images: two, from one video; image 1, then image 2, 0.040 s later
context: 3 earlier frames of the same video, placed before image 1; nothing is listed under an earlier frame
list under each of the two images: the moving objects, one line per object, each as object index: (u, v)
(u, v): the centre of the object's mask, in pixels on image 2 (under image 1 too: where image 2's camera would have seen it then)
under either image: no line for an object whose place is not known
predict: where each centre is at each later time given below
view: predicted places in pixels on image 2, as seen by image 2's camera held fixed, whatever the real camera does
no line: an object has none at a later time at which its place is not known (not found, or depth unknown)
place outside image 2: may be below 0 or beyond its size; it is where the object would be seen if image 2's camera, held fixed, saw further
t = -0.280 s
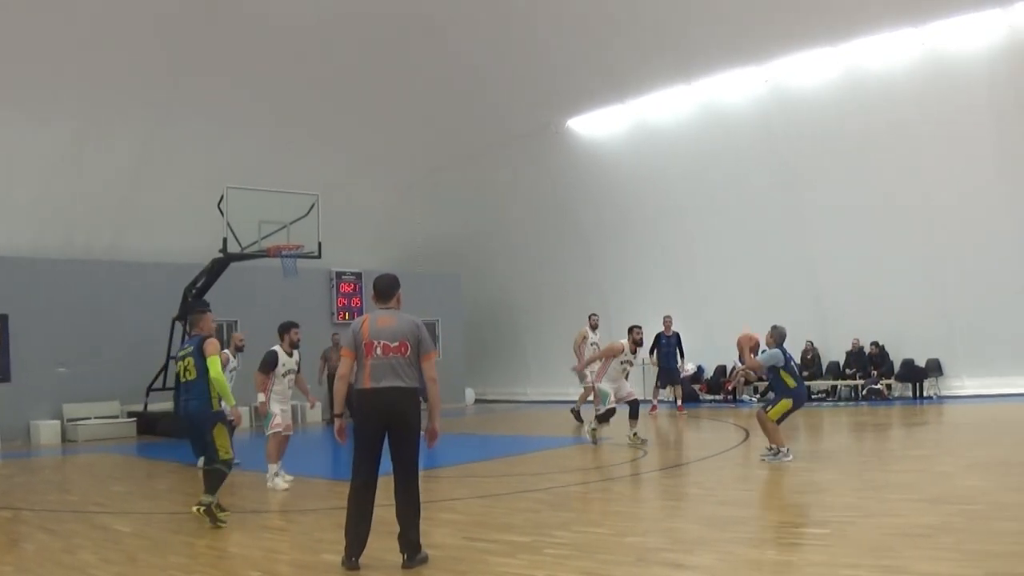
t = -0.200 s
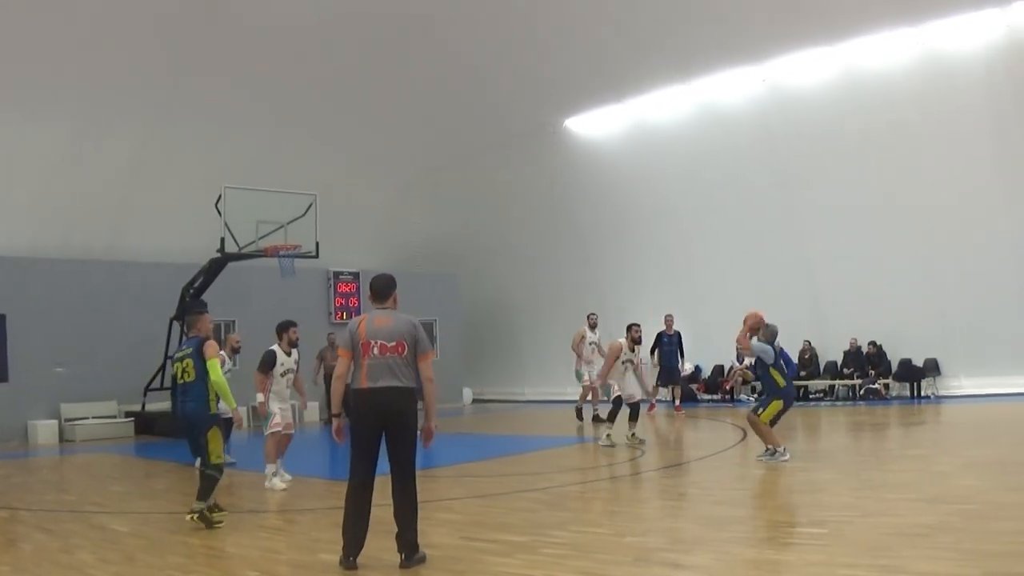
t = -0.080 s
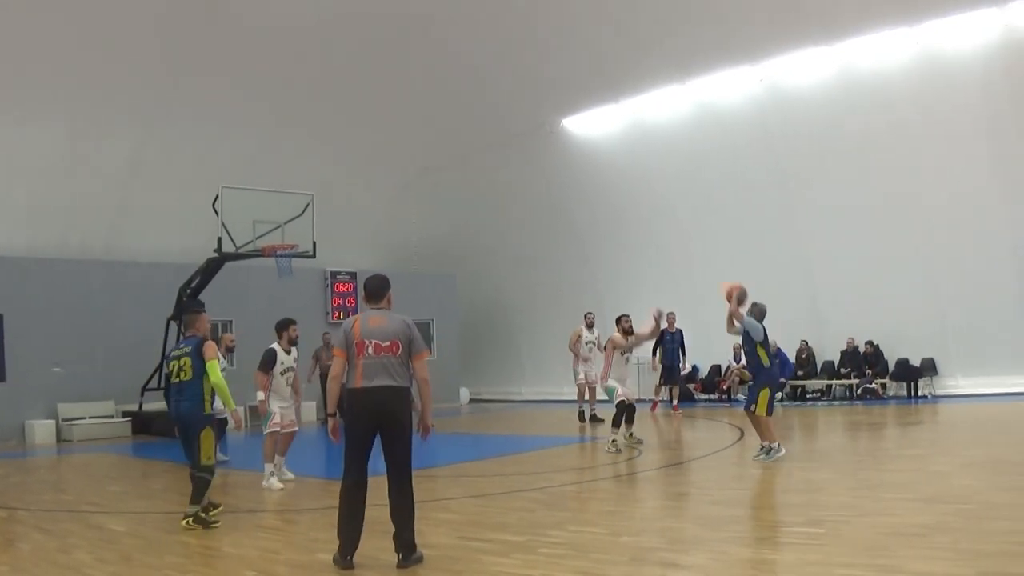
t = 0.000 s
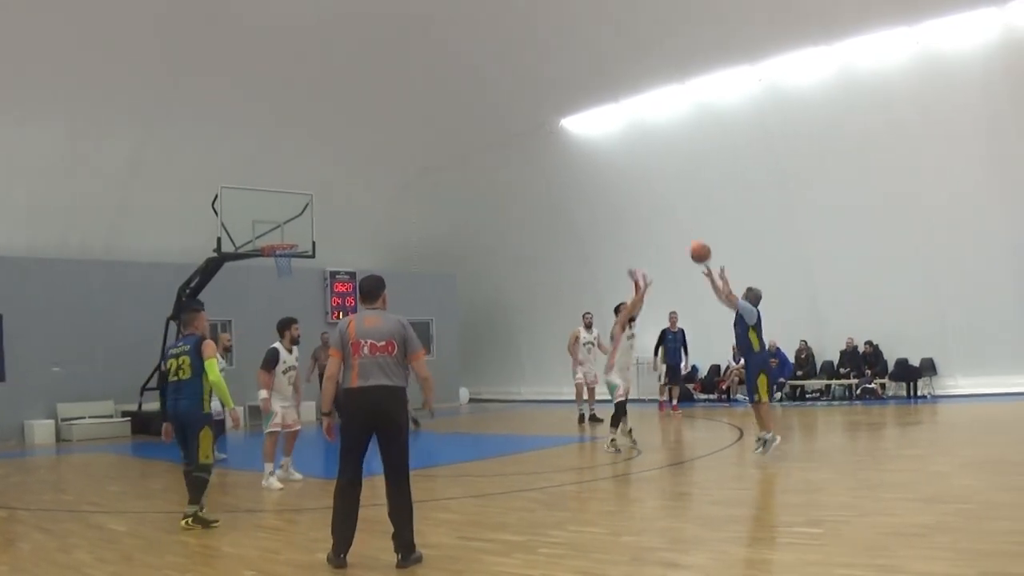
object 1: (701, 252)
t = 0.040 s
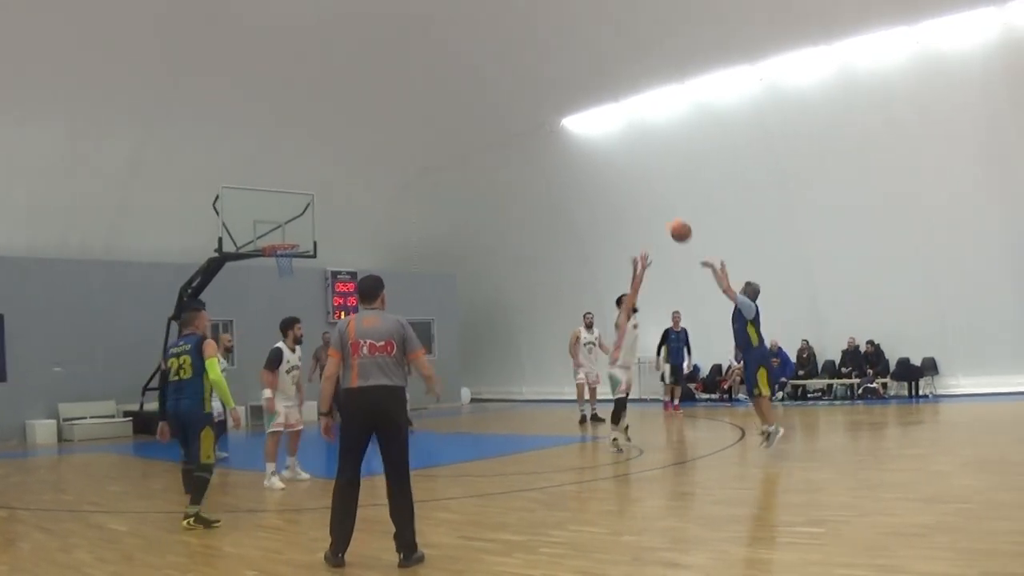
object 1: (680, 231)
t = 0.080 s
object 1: (660, 212)
